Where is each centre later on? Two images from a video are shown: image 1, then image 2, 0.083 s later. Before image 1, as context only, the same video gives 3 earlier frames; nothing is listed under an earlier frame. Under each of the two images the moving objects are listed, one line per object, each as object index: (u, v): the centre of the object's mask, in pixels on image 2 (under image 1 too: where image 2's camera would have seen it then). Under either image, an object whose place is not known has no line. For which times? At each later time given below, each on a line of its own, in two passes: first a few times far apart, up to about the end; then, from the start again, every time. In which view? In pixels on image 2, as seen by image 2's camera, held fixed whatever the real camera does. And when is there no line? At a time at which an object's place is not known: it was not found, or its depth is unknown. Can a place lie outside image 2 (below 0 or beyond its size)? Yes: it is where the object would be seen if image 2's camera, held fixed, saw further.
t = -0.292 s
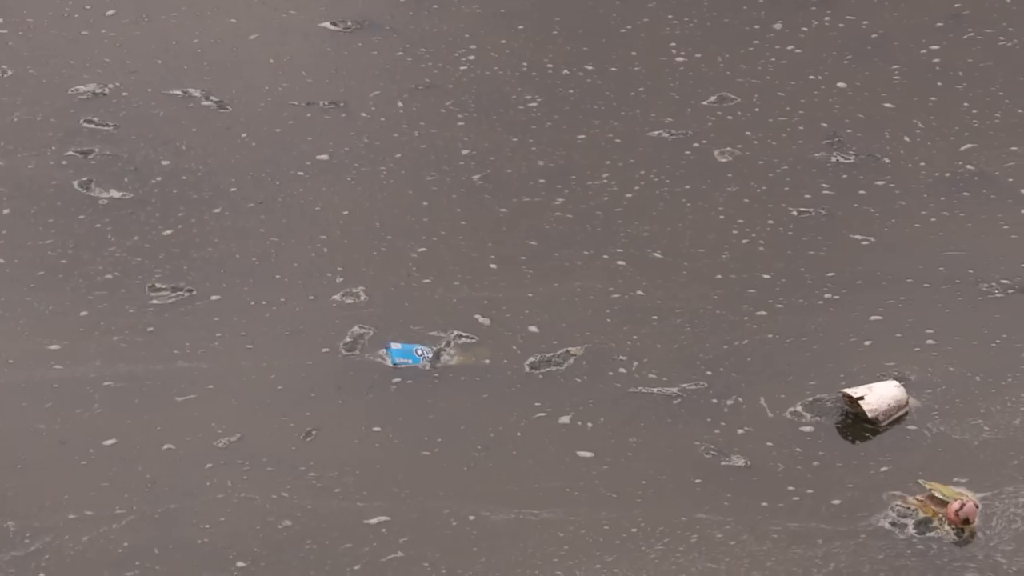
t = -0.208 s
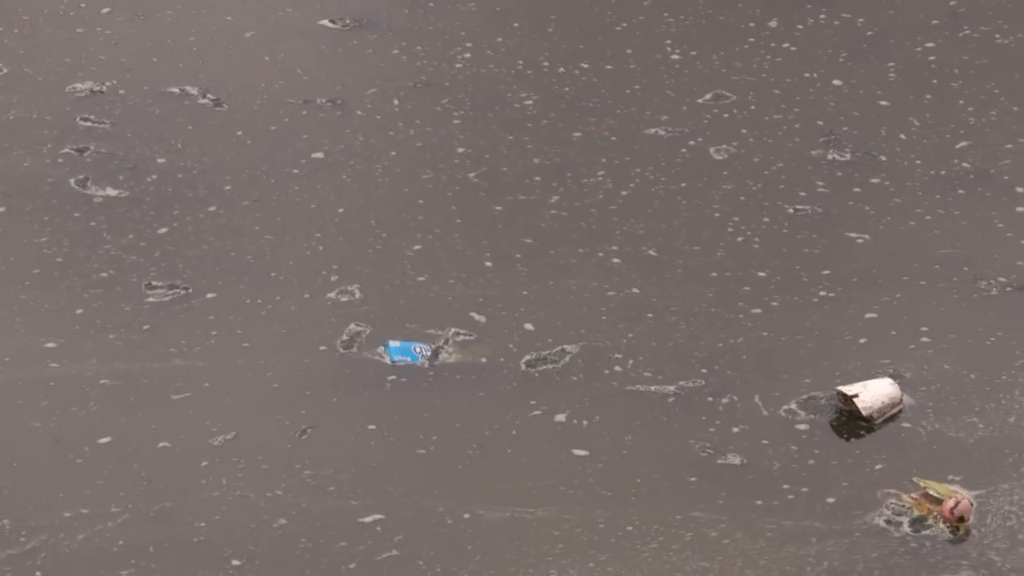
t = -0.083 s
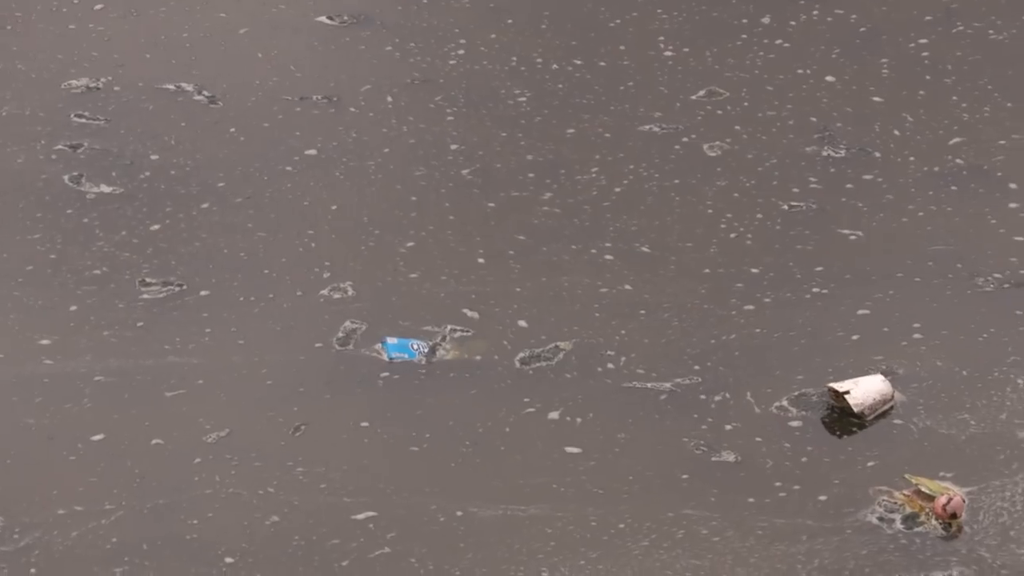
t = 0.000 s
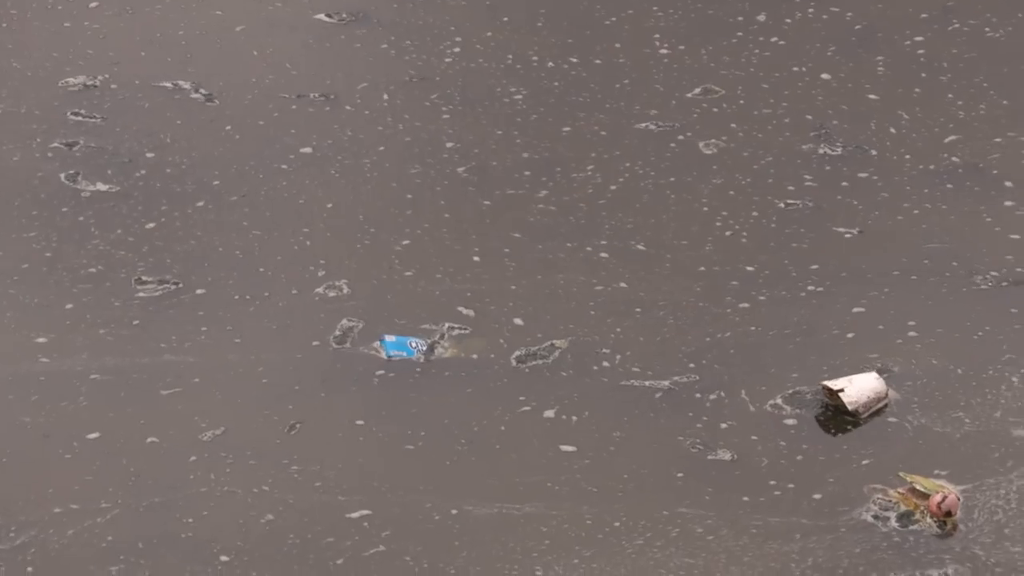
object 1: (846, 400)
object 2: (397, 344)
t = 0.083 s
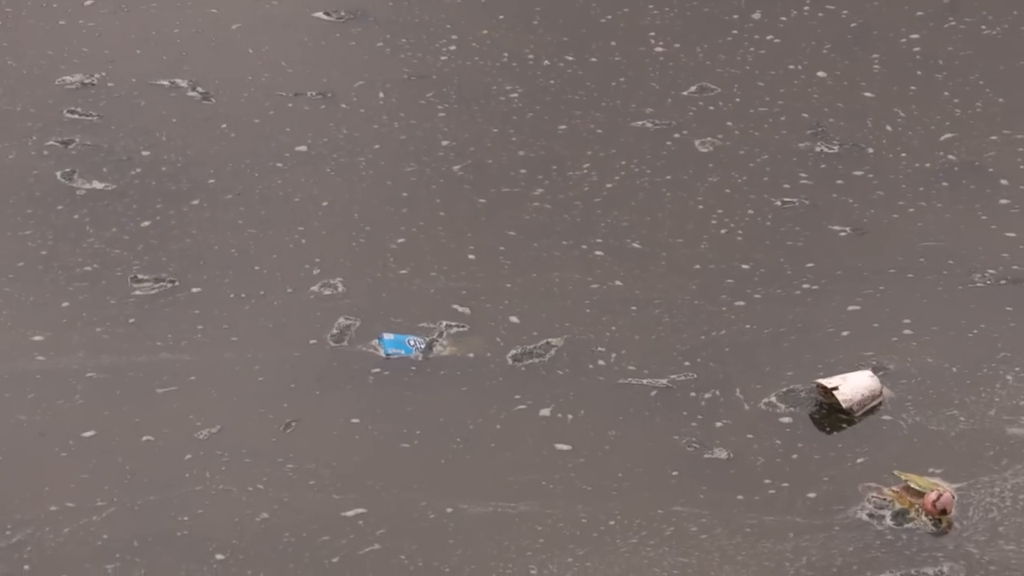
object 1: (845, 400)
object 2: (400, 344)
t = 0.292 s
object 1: (843, 399)
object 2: (409, 344)
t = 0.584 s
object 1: (840, 399)
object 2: (419, 343)
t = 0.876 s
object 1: (837, 399)
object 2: (430, 343)
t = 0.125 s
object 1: (845, 400)
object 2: (402, 344)
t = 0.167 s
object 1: (844, 400)
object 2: (404, 344)
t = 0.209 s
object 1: (844, 400)
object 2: (405, 344)
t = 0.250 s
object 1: (843, 400)
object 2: (407, 344)
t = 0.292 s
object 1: (843, 399)
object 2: (409, 344)
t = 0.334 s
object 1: (843, 399)
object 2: (410, 344)
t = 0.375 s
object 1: (842, 399)
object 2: (411, 344)
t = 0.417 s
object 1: (842, 399)
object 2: (413, 343)
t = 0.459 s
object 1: (841, 399)
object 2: (415, 343)
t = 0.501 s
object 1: (841, 399)
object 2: (417, 343)
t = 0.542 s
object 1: (840, 399)
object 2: (418, 343)
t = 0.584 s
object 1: (840, 399)
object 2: (419, 343)
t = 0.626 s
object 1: (839, 399)
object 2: (421, 343)
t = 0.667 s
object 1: (839, 399)
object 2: (423, 343)
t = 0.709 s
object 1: (838, 399)
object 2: (424, 343)
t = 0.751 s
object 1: (838, 399)
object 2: (425, 343)
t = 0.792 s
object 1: (837, 399)
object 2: (427, 343)
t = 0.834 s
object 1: (837, 399)
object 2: (429, 343)
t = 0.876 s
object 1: (837, 399)
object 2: (430, 343)
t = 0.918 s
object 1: (836, 399)
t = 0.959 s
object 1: (836, 399)
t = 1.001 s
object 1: (835, 399)
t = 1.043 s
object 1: (835, 399)
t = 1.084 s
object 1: (835, 399)
